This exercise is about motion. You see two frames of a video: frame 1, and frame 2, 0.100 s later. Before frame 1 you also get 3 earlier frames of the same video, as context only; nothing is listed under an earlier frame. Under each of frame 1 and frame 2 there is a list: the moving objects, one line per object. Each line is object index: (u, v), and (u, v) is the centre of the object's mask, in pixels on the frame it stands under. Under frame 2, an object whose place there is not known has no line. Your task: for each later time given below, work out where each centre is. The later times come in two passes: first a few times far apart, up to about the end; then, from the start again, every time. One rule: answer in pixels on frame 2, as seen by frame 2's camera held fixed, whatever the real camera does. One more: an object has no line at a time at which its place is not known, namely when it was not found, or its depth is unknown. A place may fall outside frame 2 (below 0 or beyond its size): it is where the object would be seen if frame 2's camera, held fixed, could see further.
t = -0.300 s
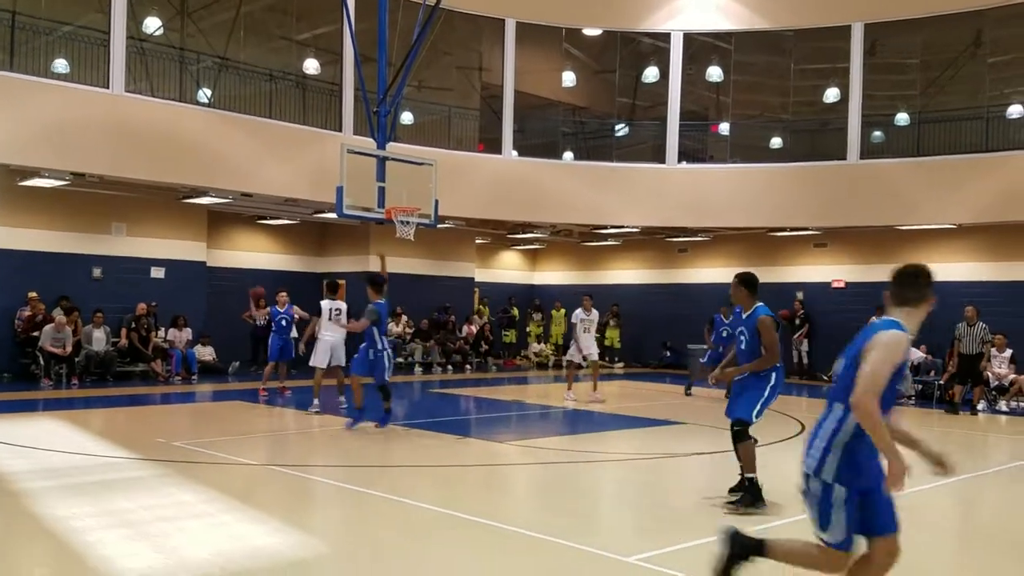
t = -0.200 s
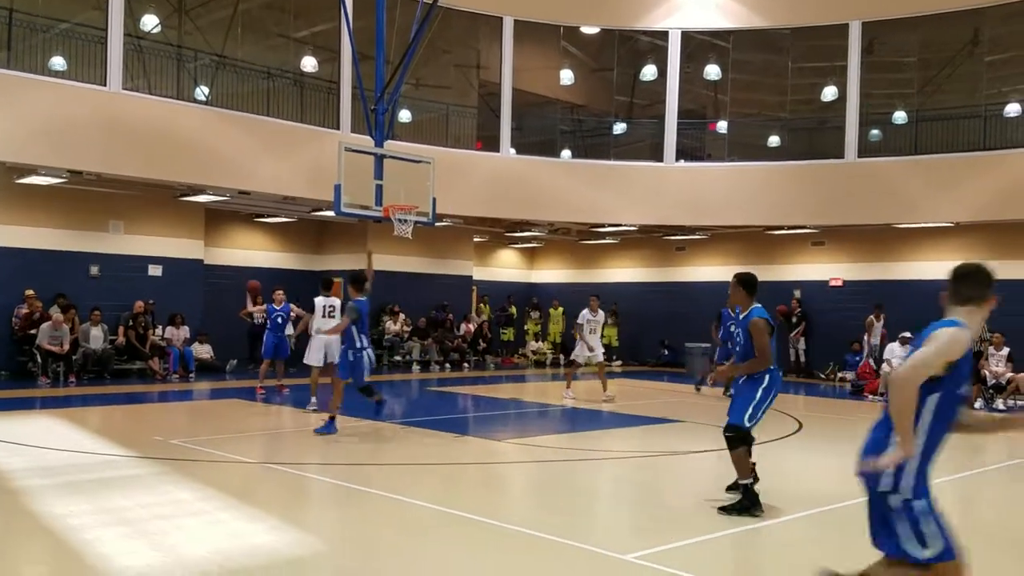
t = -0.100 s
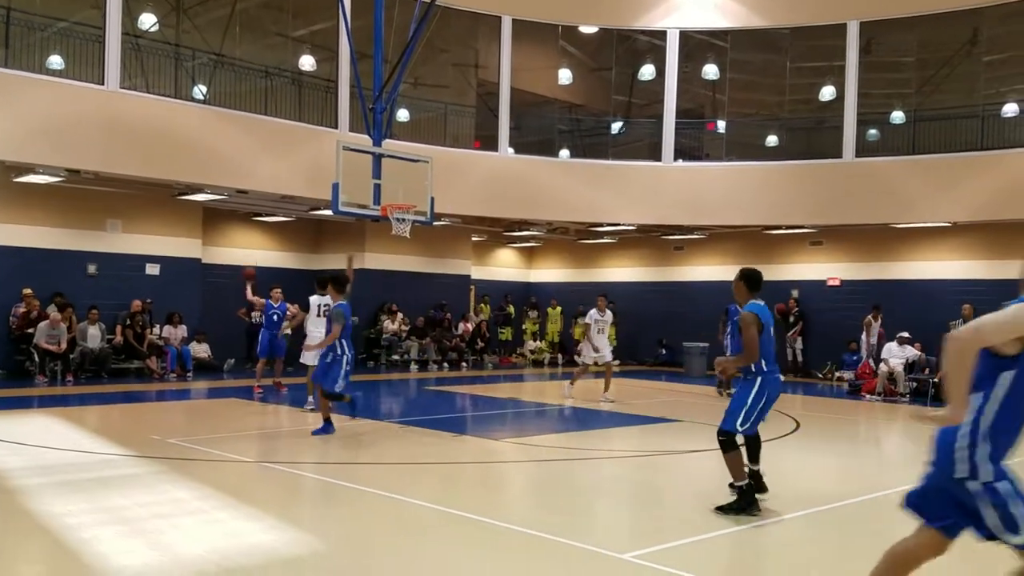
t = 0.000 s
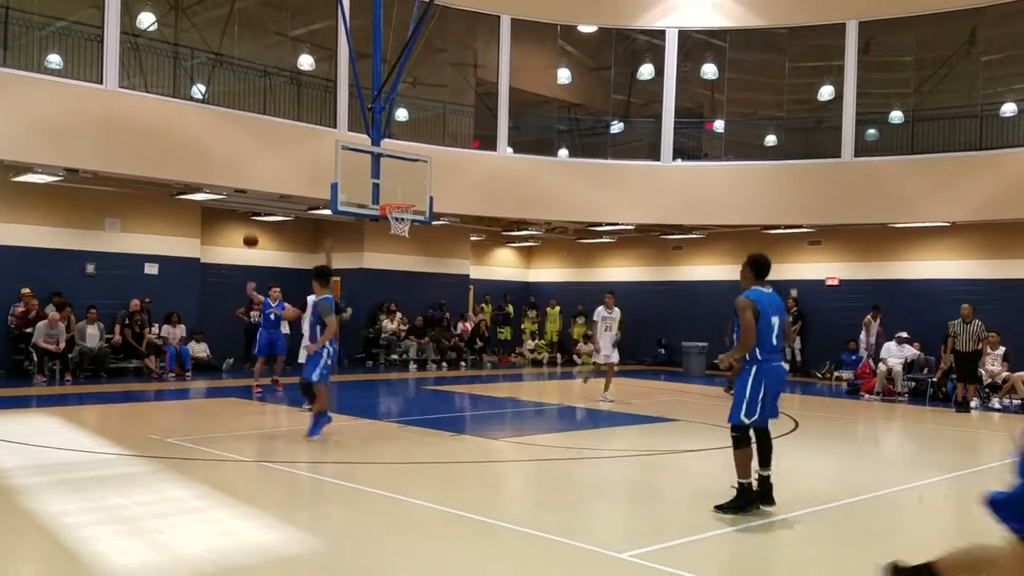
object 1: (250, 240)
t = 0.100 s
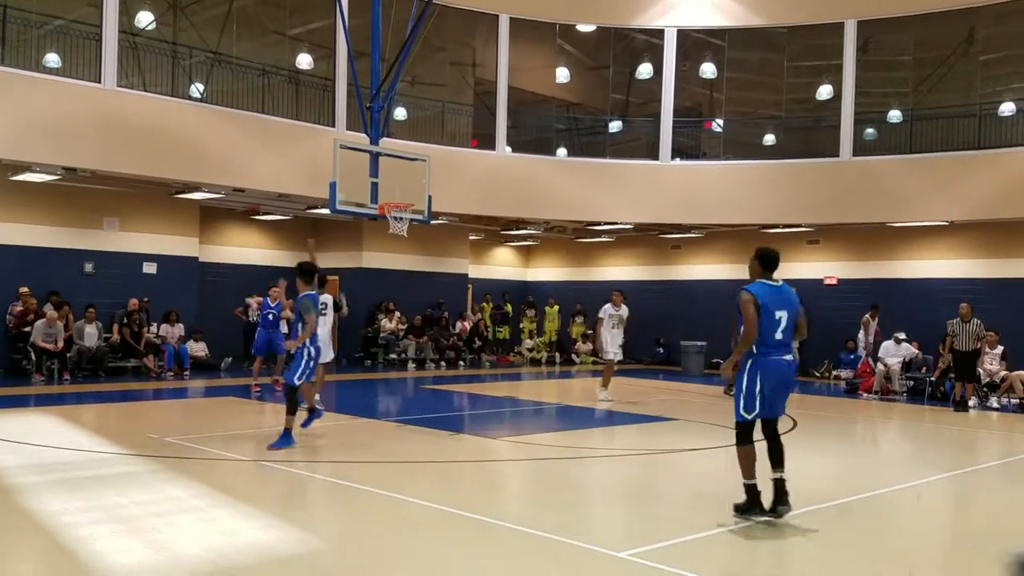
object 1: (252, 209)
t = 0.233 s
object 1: (258, 174)
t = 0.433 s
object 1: (267, 136)
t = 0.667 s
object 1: (279, 123)
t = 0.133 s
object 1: (253, 200)
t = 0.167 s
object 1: (255, 190)
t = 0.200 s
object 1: (257, 182)
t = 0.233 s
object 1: (258, 174)
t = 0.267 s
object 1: (259, 166)
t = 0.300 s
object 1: (261, 159)
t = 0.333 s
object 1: (262, 153)
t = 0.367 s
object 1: (264, 146)
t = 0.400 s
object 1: (265, 141)
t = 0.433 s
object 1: (267, 136)
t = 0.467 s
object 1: (268, 132)
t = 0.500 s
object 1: (270, 128)
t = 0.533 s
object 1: (272, 126)
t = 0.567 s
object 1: (273, 124)
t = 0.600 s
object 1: (275, 123)
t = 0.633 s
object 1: (277, 123)
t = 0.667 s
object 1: (279, 123)
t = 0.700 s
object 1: (281, 125)
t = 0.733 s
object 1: (283, 127)
